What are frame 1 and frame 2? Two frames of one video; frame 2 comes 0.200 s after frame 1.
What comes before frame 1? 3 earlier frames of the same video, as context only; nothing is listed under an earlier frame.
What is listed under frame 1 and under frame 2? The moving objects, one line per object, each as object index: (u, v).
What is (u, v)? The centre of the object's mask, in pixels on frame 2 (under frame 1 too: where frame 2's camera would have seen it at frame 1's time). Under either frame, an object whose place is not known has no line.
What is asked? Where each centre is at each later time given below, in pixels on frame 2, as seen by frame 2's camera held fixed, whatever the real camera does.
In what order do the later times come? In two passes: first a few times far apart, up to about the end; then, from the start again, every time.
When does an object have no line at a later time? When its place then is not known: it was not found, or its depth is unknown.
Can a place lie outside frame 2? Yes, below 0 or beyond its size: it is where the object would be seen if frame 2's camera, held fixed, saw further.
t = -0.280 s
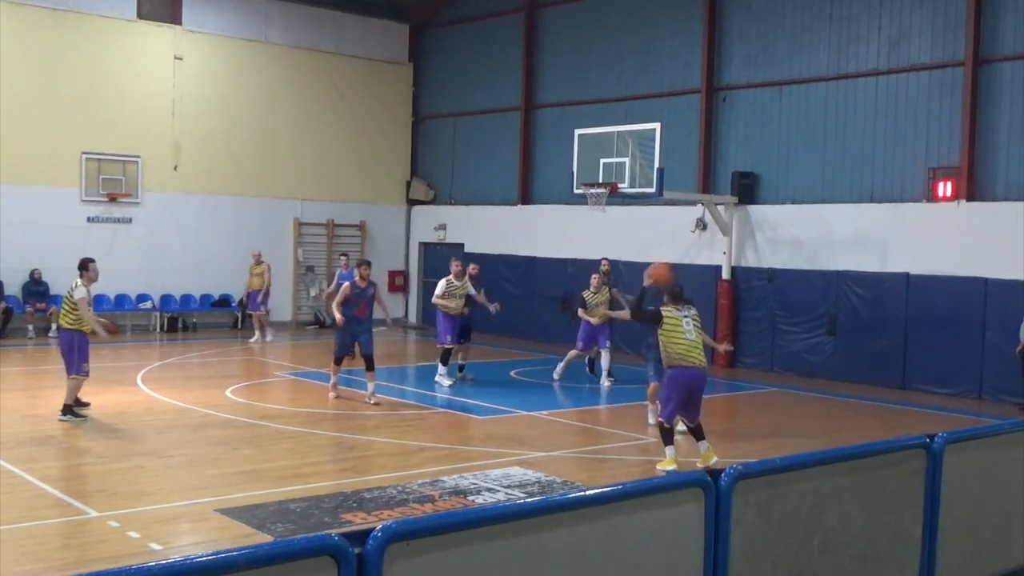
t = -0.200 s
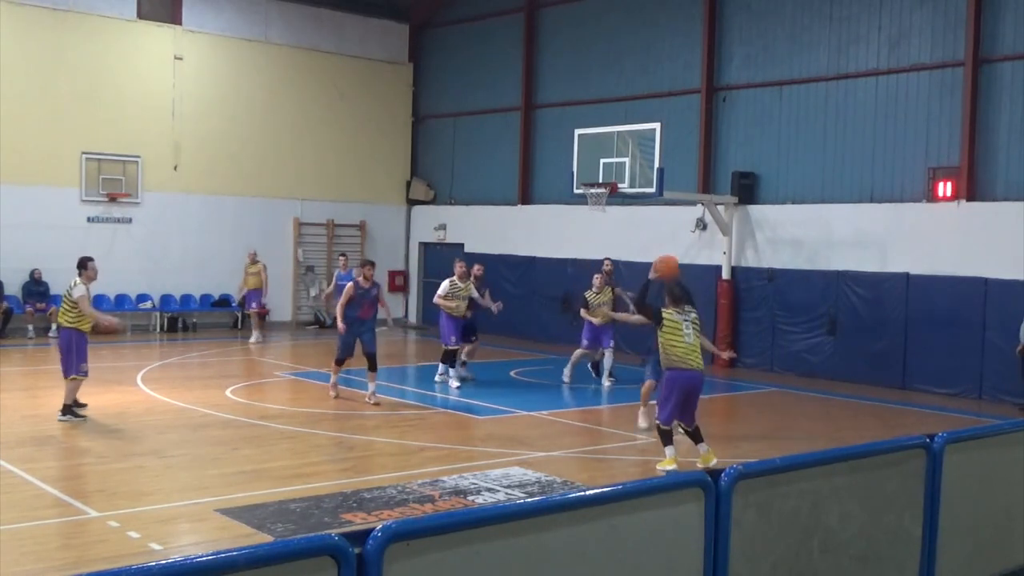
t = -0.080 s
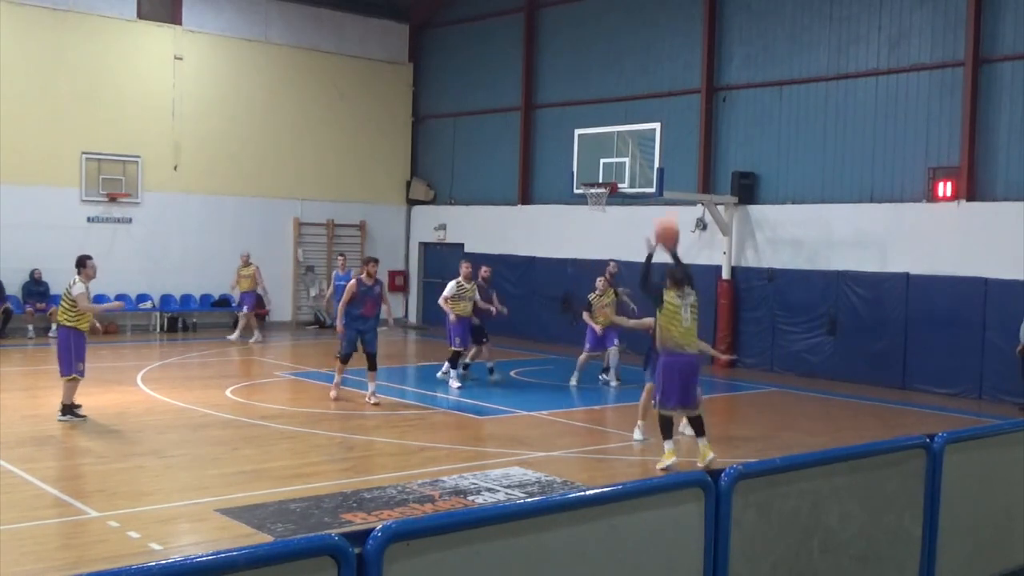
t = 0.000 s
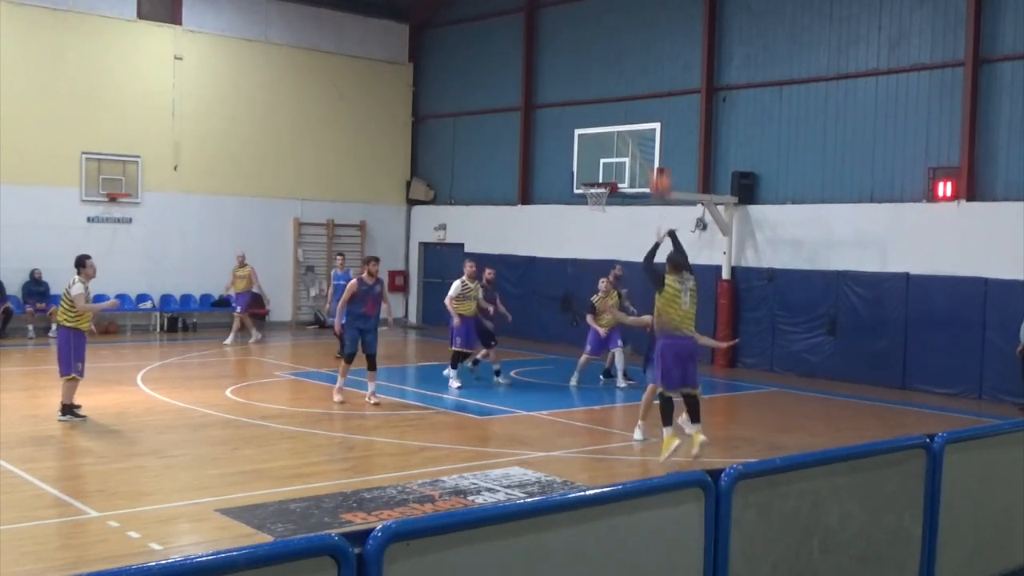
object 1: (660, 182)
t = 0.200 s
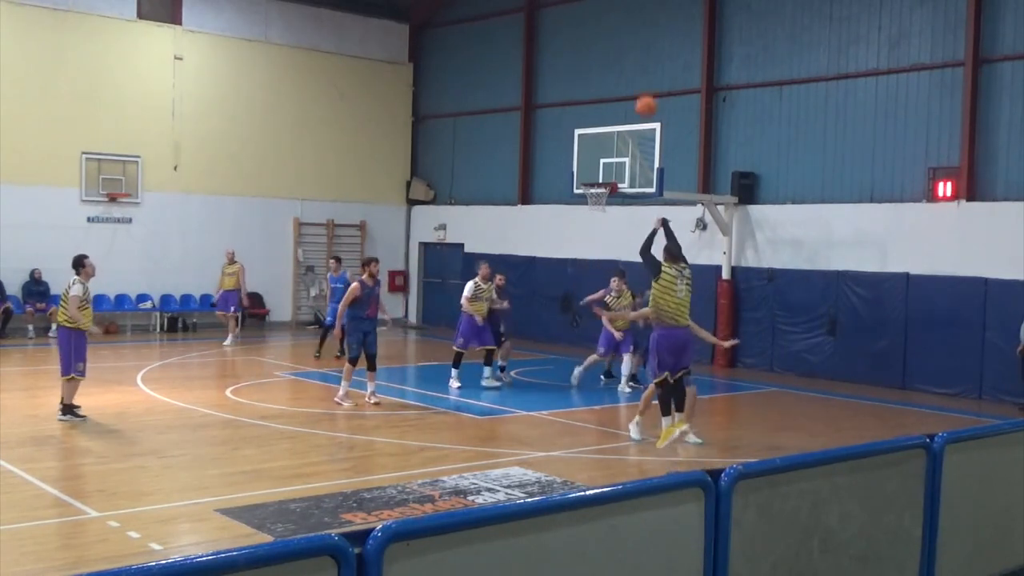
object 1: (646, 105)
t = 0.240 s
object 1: (643, 95)
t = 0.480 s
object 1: (628, 70)
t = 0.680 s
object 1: (616, 83)
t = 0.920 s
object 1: (603, 132)
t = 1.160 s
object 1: (594, 168)
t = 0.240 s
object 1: (643, 95)
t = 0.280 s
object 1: (640, 88)
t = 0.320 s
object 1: (637, 80)
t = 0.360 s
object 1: (635, 76)
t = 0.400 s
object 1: (633, 73)
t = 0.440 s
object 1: (630, 71)
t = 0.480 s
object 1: (628, 70)
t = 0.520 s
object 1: (625, 71)
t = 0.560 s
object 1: (623, 72)
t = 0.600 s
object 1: (621, 75)
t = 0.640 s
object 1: (619, 78)
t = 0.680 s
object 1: (616, 83)
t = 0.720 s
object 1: (614, 89)
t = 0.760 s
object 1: (612, 95)
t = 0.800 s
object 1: (610, 103)
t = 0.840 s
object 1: (607, 112)
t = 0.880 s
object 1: (606, 121)
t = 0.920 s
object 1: (603, 132)
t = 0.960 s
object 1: (601, 144)
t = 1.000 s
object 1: (598, 155)
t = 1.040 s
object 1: (596, 167)
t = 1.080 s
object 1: (595, 178)
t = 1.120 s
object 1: (594, 173)
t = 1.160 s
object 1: (594, 168)
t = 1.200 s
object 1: (593, 164)
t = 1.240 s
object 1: (592, 161)
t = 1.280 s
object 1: (591, 159)
